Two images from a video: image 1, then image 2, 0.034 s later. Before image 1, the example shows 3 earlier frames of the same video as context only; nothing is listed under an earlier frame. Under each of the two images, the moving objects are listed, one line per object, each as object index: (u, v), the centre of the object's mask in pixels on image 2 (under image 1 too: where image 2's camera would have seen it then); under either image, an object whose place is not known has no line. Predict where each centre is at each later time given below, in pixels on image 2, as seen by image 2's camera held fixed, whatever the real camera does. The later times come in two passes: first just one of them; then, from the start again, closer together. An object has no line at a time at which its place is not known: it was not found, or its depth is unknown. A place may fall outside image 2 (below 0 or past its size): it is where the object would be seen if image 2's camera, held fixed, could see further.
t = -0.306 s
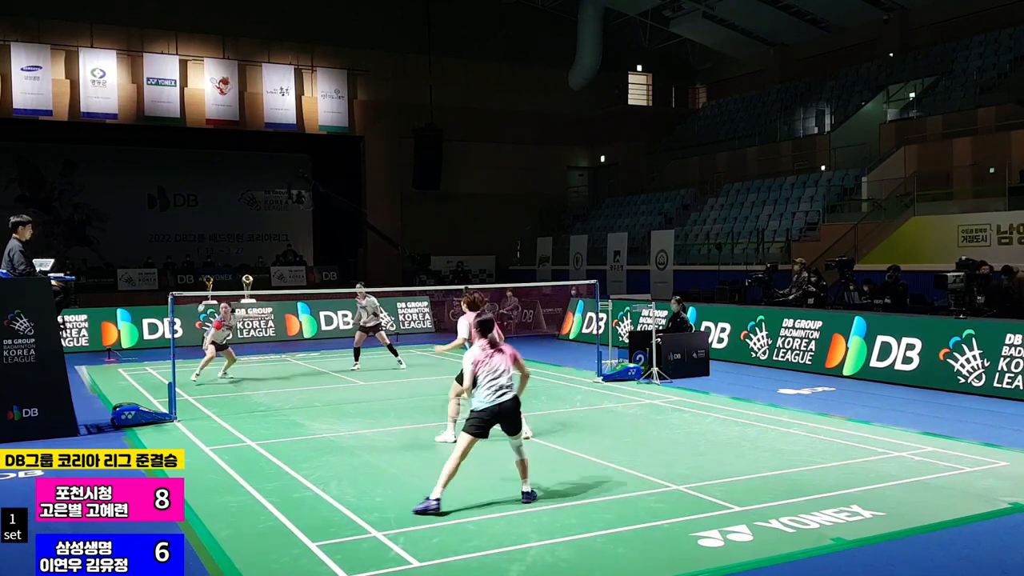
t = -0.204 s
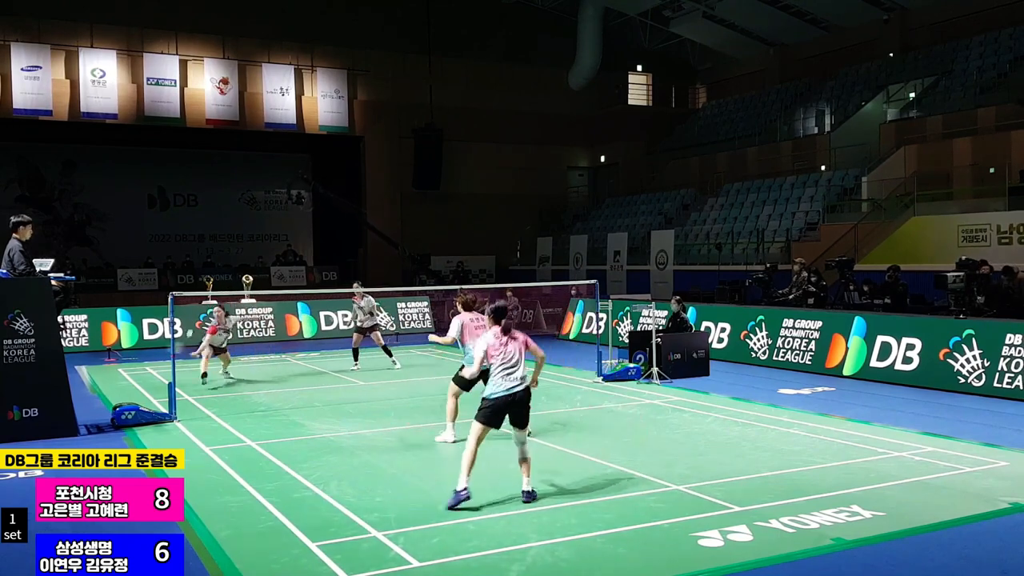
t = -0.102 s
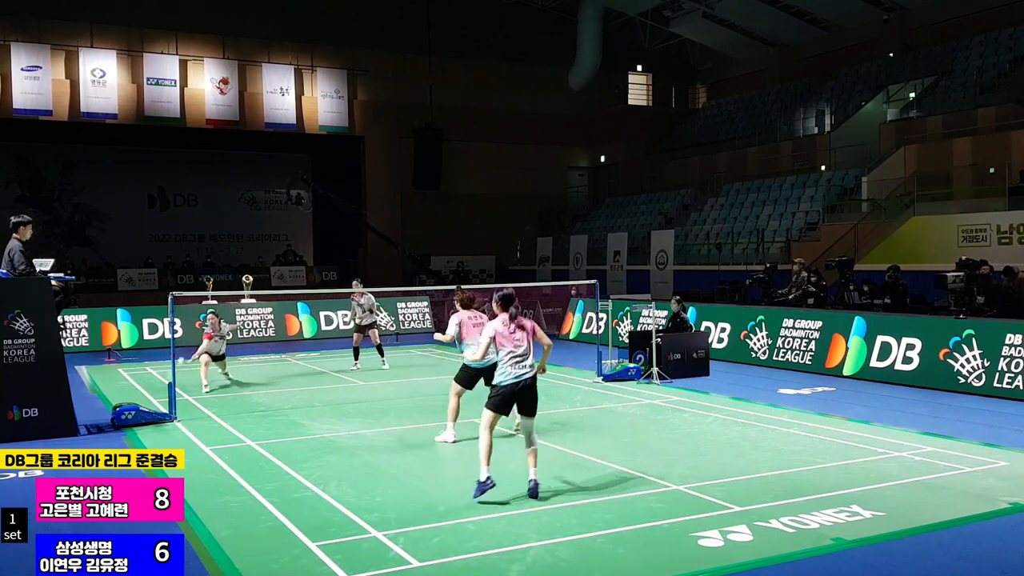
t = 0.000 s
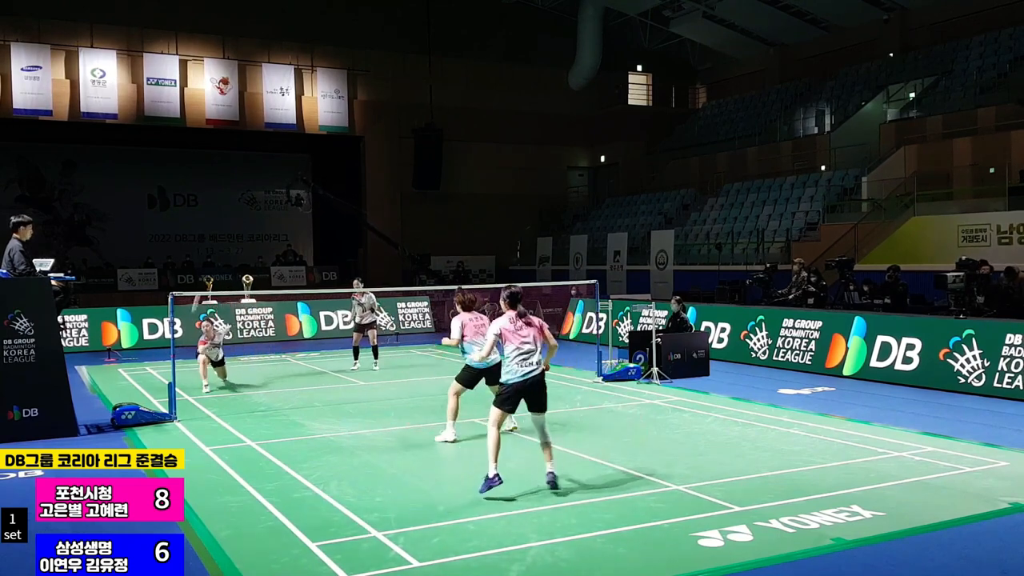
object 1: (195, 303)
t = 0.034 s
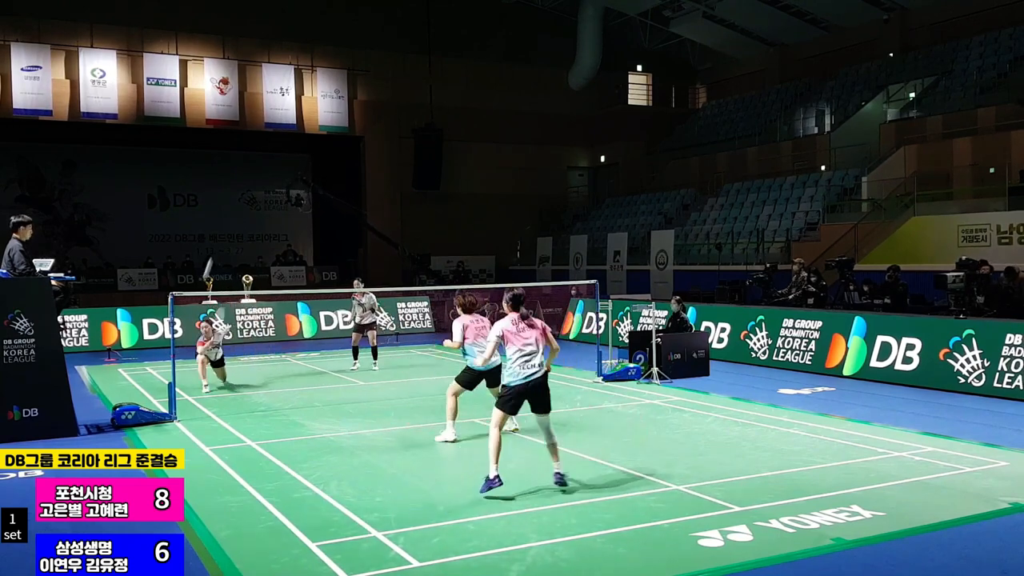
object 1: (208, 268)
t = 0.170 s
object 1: (242, 160)
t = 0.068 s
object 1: (218, 237)
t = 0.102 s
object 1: (226, 209)
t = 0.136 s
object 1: (234, 183)
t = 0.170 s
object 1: (242, 160)
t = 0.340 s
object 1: (272, 70)
